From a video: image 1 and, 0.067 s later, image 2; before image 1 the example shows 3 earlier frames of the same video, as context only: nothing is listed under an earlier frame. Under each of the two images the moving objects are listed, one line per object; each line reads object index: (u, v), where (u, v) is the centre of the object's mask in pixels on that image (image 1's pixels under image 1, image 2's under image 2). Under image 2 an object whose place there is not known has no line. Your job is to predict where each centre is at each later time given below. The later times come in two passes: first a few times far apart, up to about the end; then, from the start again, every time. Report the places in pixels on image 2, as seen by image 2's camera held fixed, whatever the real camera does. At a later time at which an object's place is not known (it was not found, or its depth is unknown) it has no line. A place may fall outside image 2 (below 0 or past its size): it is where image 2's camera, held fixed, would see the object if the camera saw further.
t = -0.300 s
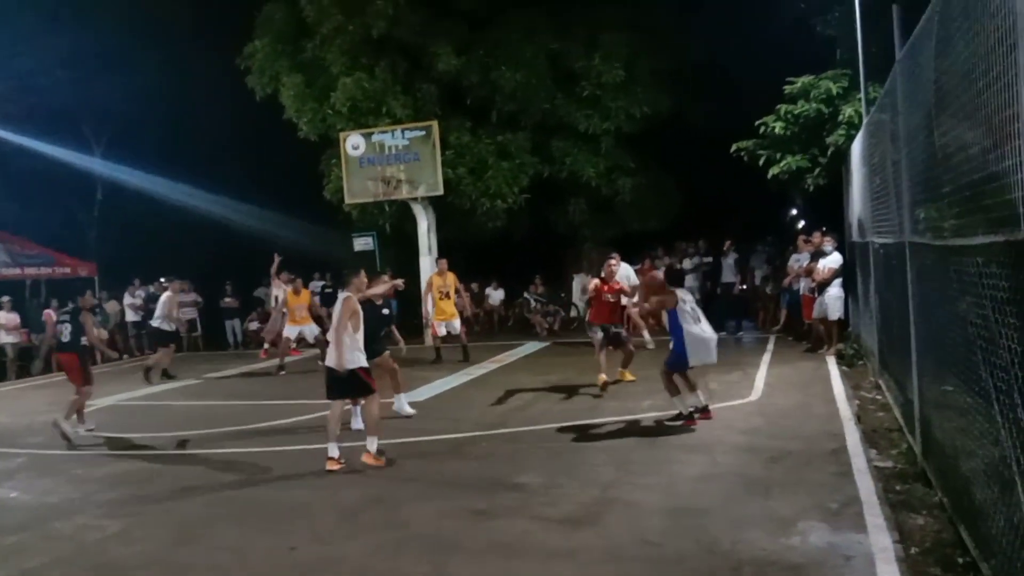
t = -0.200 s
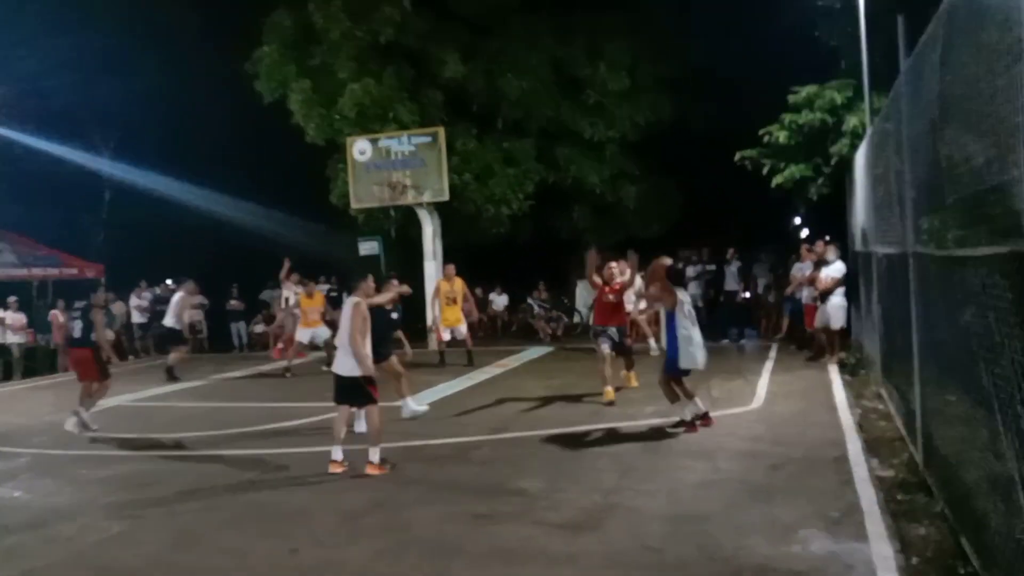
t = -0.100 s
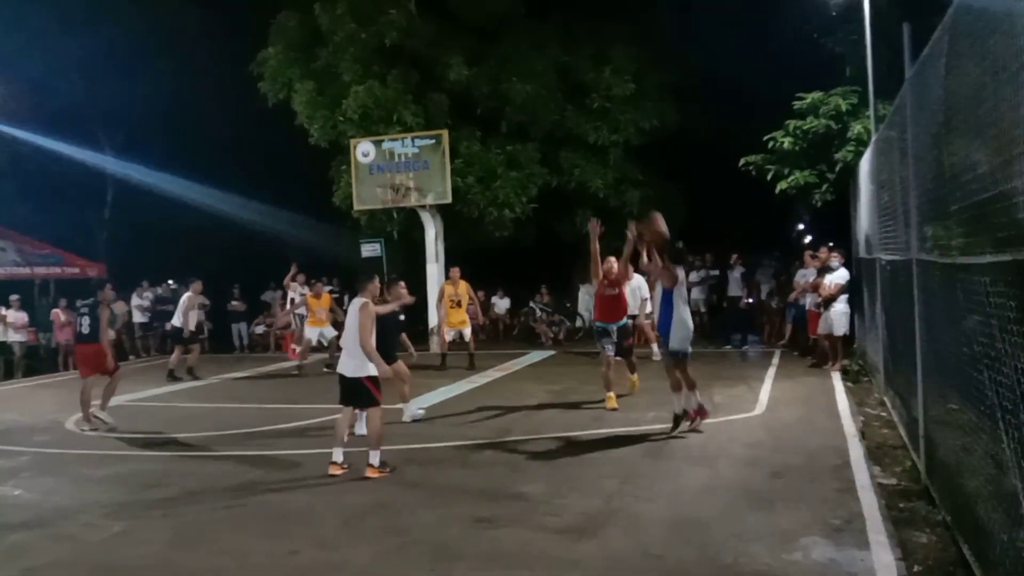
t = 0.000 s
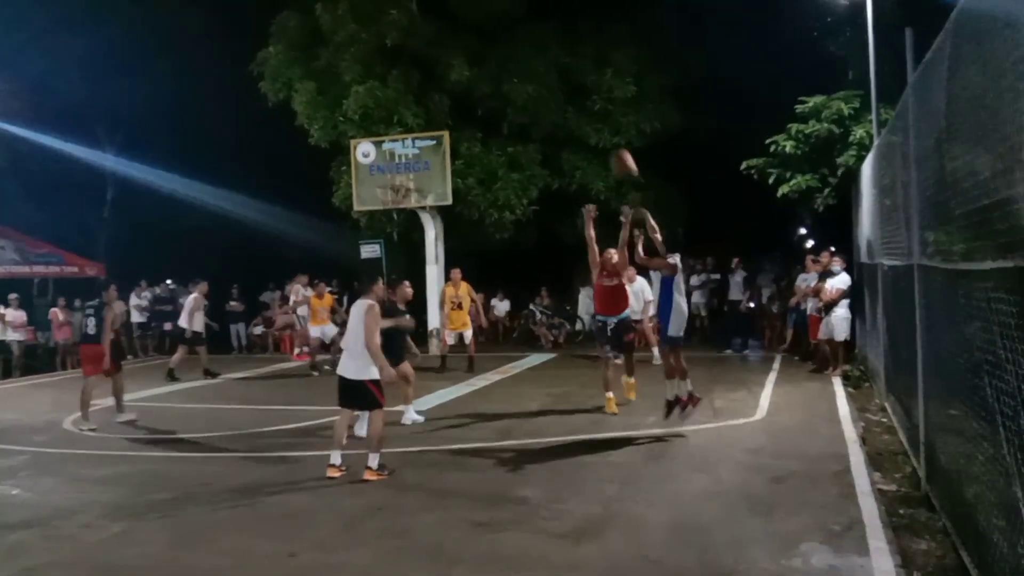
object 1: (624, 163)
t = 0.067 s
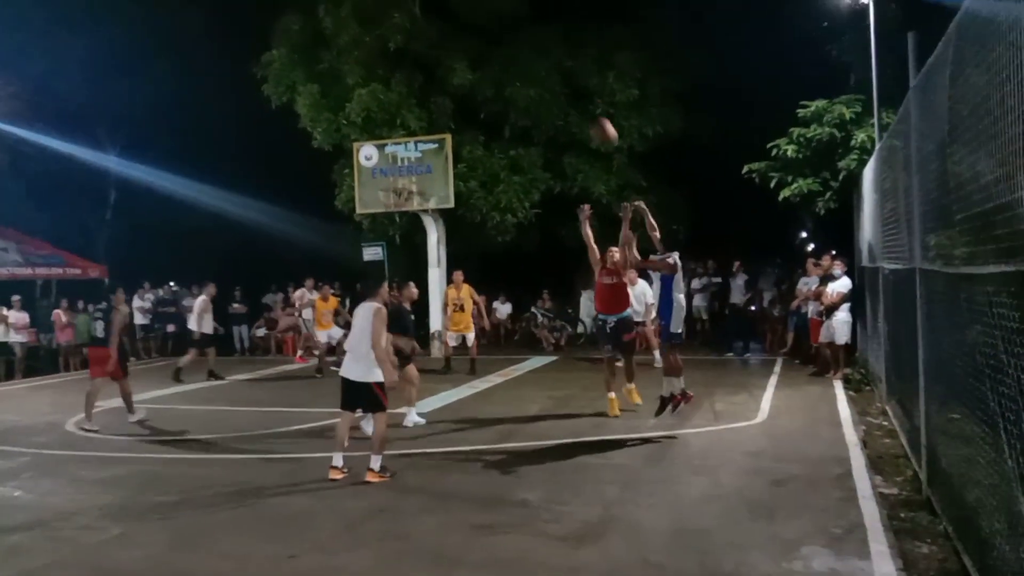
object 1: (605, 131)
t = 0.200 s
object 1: (565, 79)
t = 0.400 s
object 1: (517, 39)
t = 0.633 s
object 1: (471, 37)
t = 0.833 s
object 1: (440, 65)
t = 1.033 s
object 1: (415, 115)
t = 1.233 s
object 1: (399, 186)
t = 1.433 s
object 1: (380, 207)
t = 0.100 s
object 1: (594, 115)
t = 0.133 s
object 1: (585, 102)
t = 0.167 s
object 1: (576, 89)
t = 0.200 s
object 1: (565, 79)
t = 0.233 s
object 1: (557, 69)
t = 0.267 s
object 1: (548, 61)
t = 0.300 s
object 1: (540, 54)
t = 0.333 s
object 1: (532, 48)
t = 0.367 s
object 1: (524, 43)
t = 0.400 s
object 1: (517, 39)
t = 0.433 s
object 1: (509, 36)
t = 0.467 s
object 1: (502, 34)
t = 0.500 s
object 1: (495, 33)
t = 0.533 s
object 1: (489, 32)
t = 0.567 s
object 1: (483, 34)
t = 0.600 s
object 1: (477, 35)
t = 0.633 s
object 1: (471, 37)
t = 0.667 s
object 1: (466, 40)
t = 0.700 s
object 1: (461, 44)
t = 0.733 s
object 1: (455, 48)
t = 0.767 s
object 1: (450, 53)
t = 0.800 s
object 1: (445, 59)
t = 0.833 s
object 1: (440, 65)
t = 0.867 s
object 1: (436, 72)
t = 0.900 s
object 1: (431, 80)
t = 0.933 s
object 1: (427, 87)
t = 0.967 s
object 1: (423, 95)
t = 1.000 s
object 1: (419, 104)
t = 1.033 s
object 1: (415, 115)
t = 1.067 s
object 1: (412, 123)
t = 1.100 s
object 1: (408, 135)
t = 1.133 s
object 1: (405, 144)
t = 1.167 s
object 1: (401, 154)
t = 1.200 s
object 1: (400, 170)
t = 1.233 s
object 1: (399, 186)
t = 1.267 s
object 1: (393, 188)
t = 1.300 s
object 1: (390, 189)
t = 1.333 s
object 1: (389, 192)
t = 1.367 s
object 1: (388, 197)
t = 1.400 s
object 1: (385, 199)
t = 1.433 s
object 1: (380, 207)
